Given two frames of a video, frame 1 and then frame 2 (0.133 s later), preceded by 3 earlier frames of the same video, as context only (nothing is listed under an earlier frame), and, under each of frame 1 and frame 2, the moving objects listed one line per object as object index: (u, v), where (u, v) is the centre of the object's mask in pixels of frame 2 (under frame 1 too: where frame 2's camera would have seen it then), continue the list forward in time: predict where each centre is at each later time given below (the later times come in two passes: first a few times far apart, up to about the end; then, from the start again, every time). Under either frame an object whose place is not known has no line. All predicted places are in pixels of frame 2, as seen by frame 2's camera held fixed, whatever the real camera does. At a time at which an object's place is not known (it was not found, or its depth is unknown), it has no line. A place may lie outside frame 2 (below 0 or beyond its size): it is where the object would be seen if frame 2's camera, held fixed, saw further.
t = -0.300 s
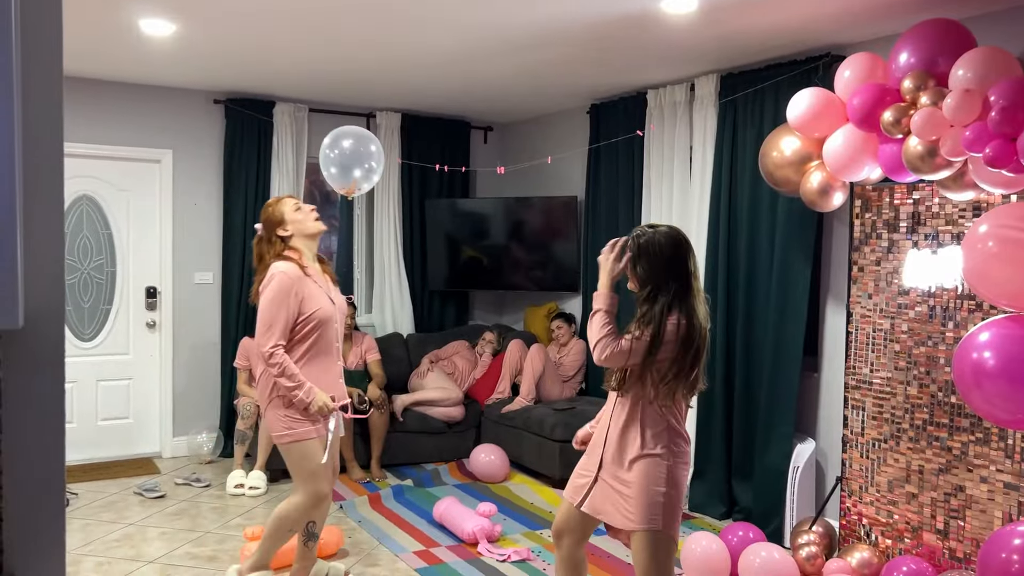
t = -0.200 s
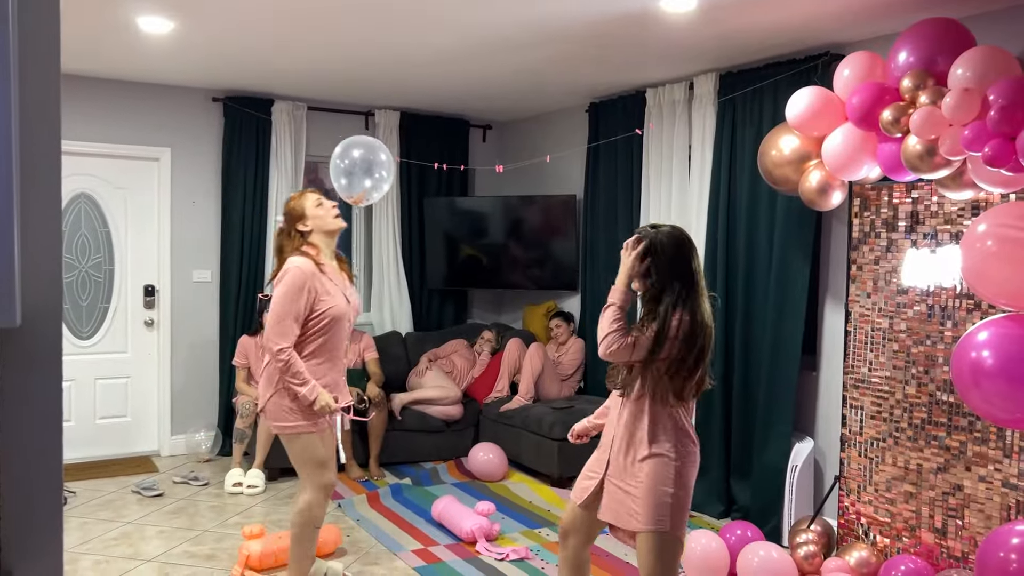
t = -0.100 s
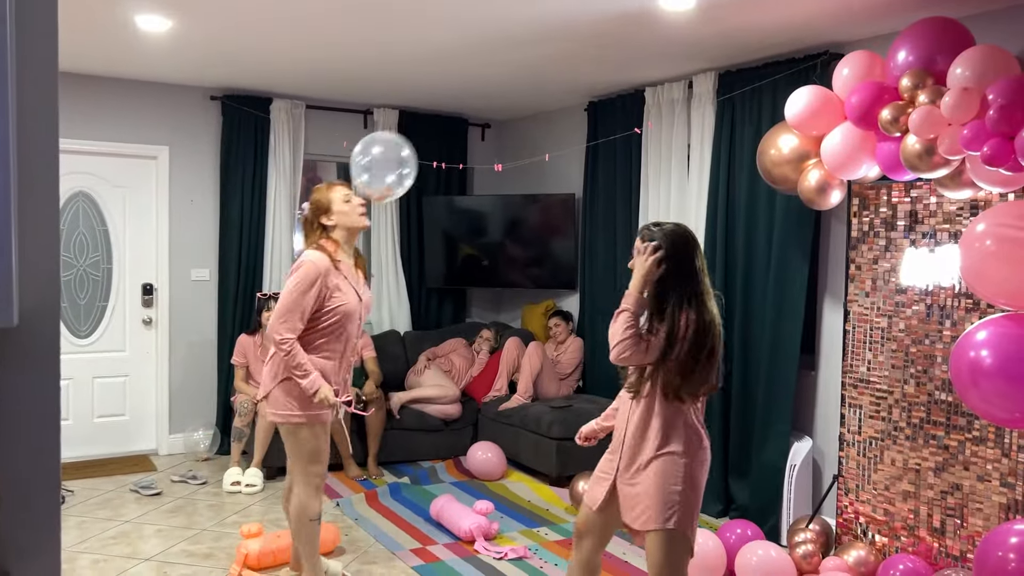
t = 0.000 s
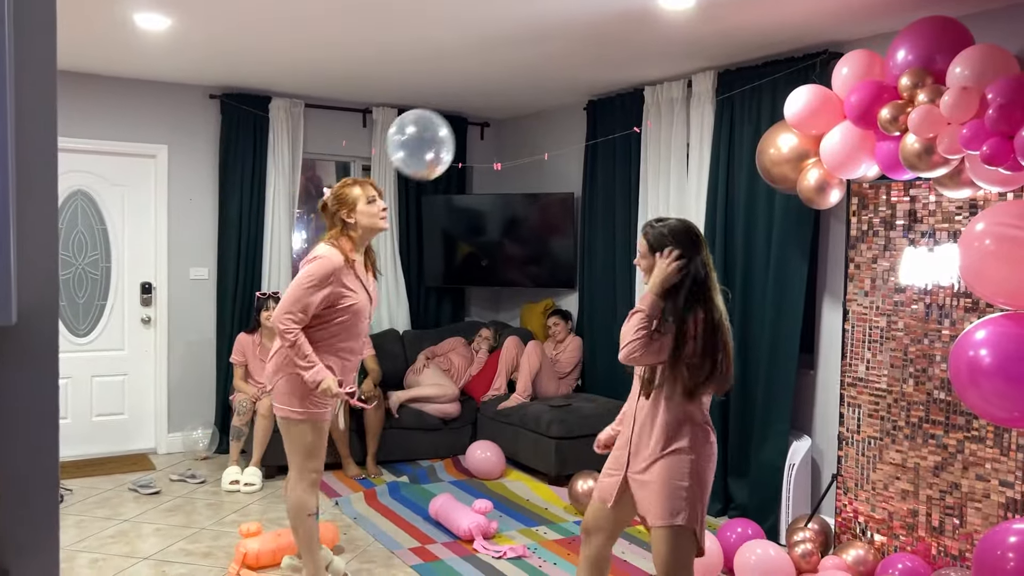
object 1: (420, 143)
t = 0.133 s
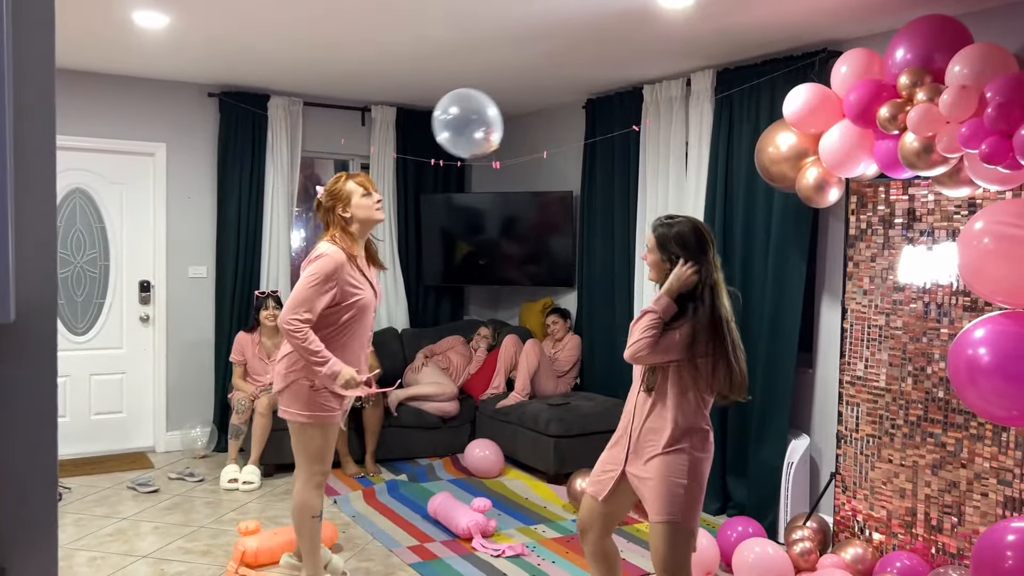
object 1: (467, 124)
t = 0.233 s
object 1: (501, 115)
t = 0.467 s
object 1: (569, 118)
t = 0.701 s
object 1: (611, 153)
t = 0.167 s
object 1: (479, 120)
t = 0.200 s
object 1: (490, 118)
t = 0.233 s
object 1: (501, 115)
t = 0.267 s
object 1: (512, 114)
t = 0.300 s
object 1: (523, 113)
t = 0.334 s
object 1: (533, 113)
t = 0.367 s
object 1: (543, 113)
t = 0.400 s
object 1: (552, 114)
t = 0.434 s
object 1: (561, 115)
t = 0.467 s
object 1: (569, 118)
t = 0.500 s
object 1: (577, 121)
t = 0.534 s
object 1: (584, 125)
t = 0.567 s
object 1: (591, 130)
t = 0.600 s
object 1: (597, 135)
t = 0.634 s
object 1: (602, 141)
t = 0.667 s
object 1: (607, 147)
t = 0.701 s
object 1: (611, 153)
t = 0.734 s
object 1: (614, 160)
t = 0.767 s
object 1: (617, 167)
